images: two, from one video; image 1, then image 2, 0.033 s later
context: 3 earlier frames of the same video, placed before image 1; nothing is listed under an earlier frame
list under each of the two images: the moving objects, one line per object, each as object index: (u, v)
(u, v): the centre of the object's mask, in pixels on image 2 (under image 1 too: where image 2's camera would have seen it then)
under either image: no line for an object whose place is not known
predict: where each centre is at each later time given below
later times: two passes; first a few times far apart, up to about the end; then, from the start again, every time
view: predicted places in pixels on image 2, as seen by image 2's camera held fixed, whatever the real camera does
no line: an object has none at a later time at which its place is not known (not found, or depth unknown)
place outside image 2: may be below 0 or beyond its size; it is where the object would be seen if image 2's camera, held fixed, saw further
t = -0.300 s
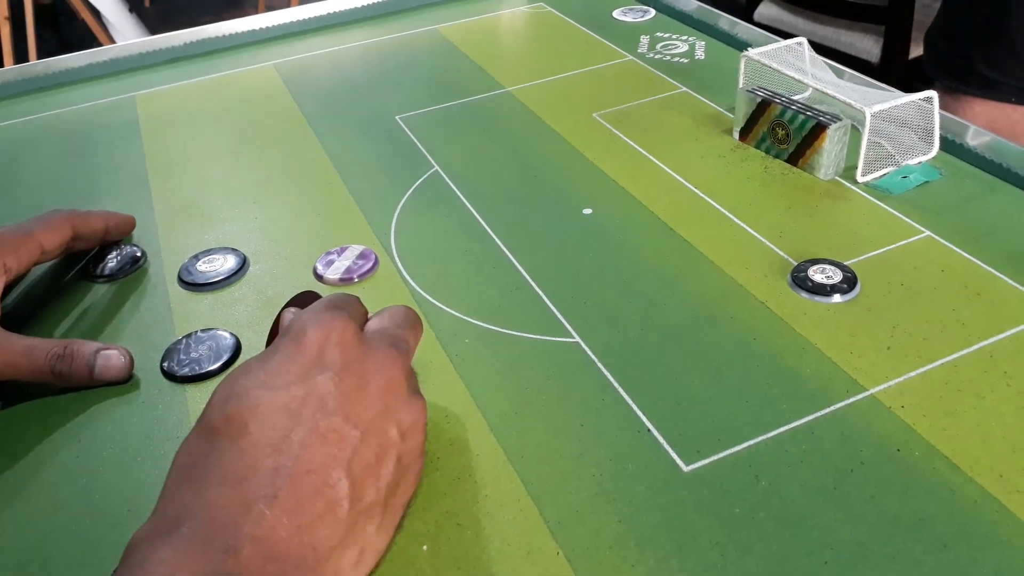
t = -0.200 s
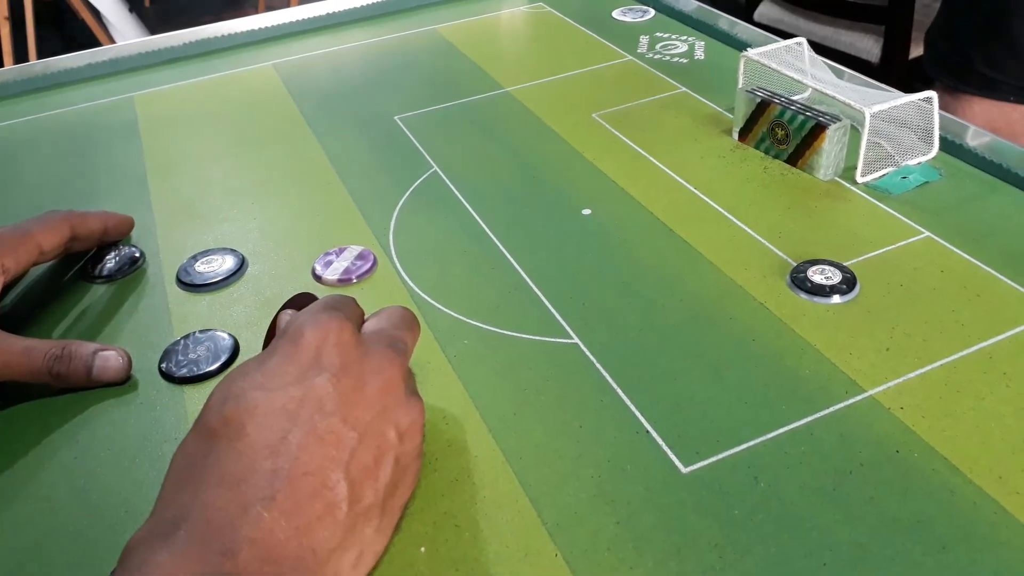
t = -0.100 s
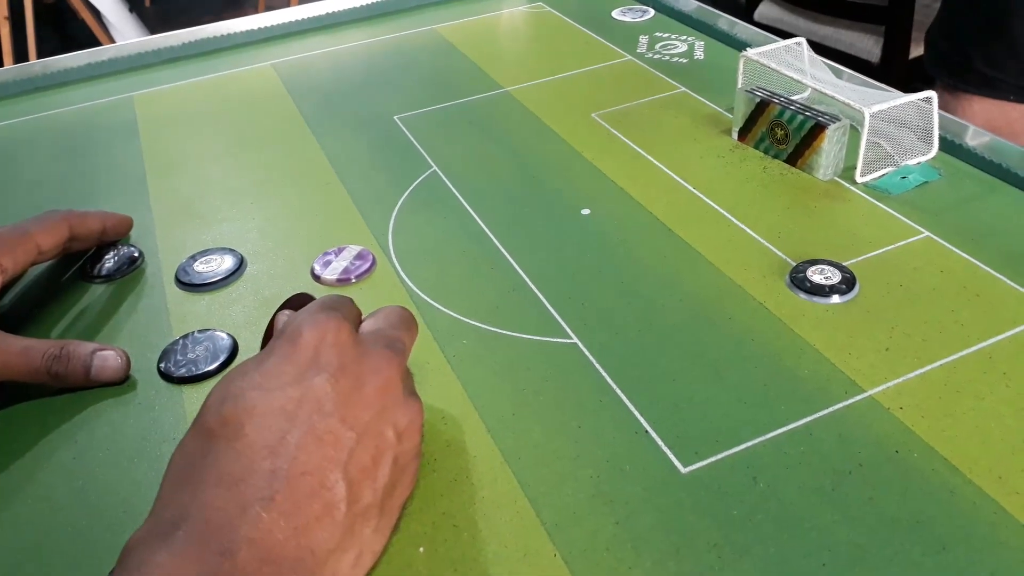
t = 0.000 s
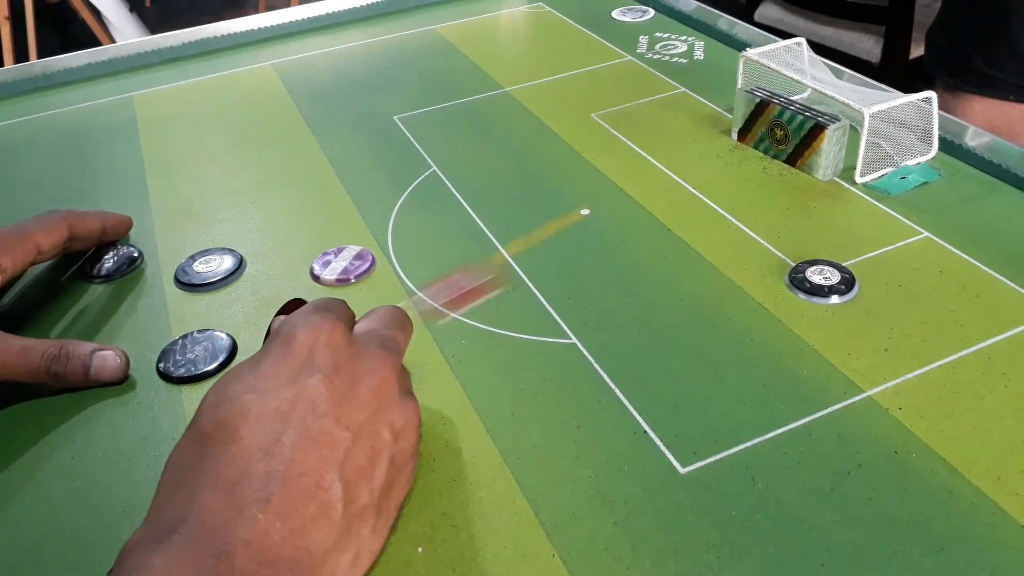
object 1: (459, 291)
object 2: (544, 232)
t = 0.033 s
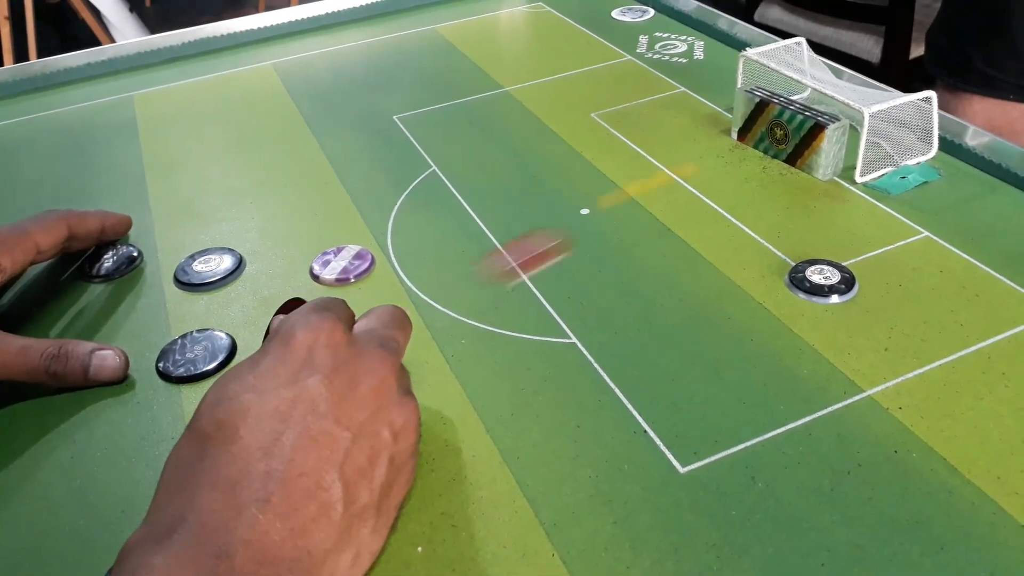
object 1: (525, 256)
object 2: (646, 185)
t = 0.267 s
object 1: (653, 169)
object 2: (857, 185)
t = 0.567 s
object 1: (590, 186)
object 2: (731, 334)
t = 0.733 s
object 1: (590, 186)
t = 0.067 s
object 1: (585, 225)
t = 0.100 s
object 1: (638, 197)
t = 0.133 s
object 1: (694, 168)
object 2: (949, 147)
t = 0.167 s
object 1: (720, 152)
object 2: (940, 159)
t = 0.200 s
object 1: (697, 155)
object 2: (898, 142)
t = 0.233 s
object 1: (674, 164)
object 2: (878, 151)
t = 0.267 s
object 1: (653, 169)
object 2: (857, 185)
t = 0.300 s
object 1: (633, 175)
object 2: (843, 200)
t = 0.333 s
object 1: (619, 179)
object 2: (825, 215)
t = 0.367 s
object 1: (607, 182)
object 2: (807, 237)
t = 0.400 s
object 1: (598, 184)
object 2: (792, 252)
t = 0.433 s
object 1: (592, 185)
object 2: (777, 277)
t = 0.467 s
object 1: (590, 186)
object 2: (765, 294)
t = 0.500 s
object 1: (590, 186)
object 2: (753, 308)
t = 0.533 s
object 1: (590, 186)
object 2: (742, 320)
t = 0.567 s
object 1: (590, 186)
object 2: (731, 334)
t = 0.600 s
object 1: (590, 186)
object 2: (722, 345)
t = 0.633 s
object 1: (590, 186)
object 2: (715, 355)
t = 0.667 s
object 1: (590, 186)
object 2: (709, 361)
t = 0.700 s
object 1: (590, 186)
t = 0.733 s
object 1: (590, 186)
